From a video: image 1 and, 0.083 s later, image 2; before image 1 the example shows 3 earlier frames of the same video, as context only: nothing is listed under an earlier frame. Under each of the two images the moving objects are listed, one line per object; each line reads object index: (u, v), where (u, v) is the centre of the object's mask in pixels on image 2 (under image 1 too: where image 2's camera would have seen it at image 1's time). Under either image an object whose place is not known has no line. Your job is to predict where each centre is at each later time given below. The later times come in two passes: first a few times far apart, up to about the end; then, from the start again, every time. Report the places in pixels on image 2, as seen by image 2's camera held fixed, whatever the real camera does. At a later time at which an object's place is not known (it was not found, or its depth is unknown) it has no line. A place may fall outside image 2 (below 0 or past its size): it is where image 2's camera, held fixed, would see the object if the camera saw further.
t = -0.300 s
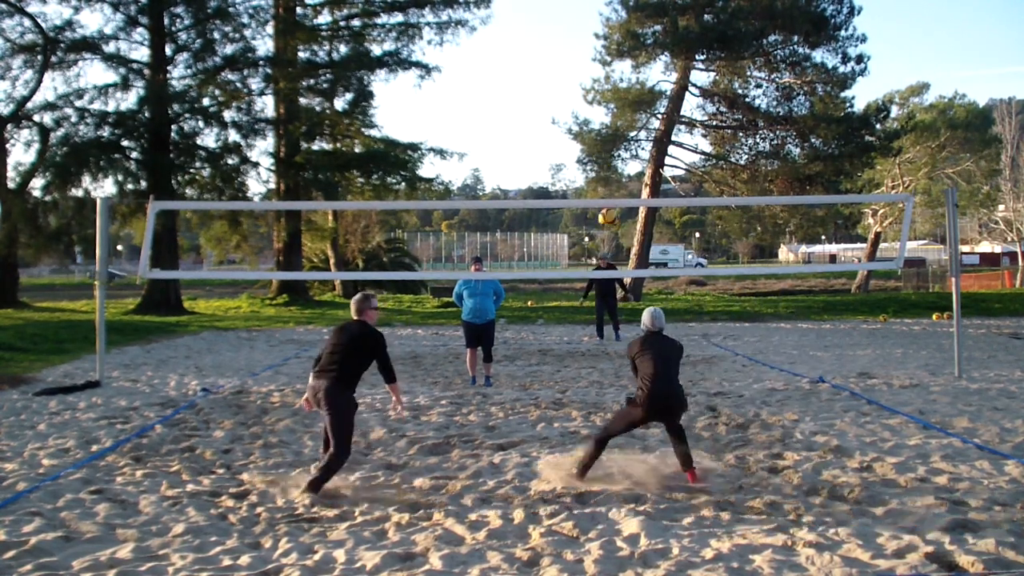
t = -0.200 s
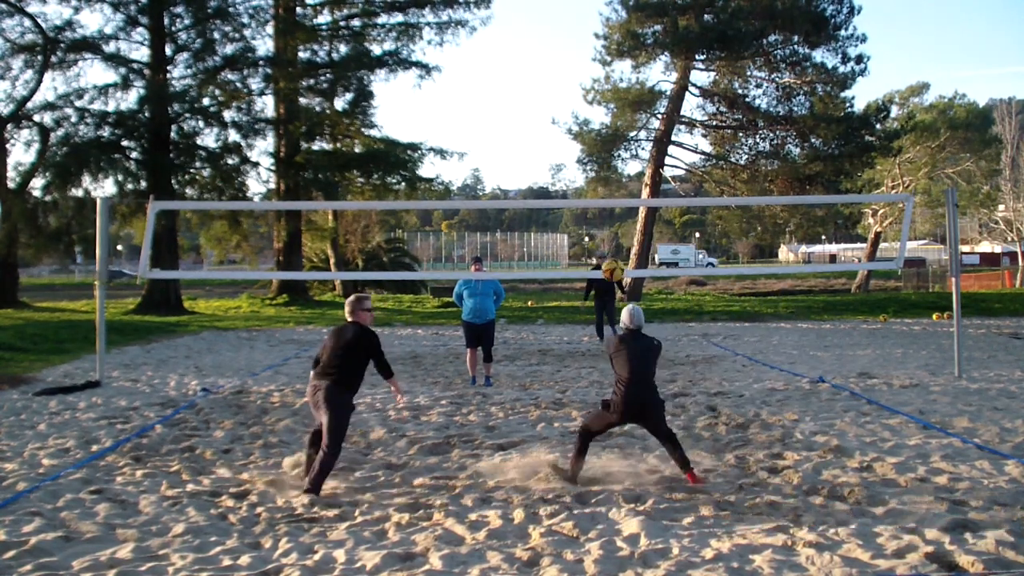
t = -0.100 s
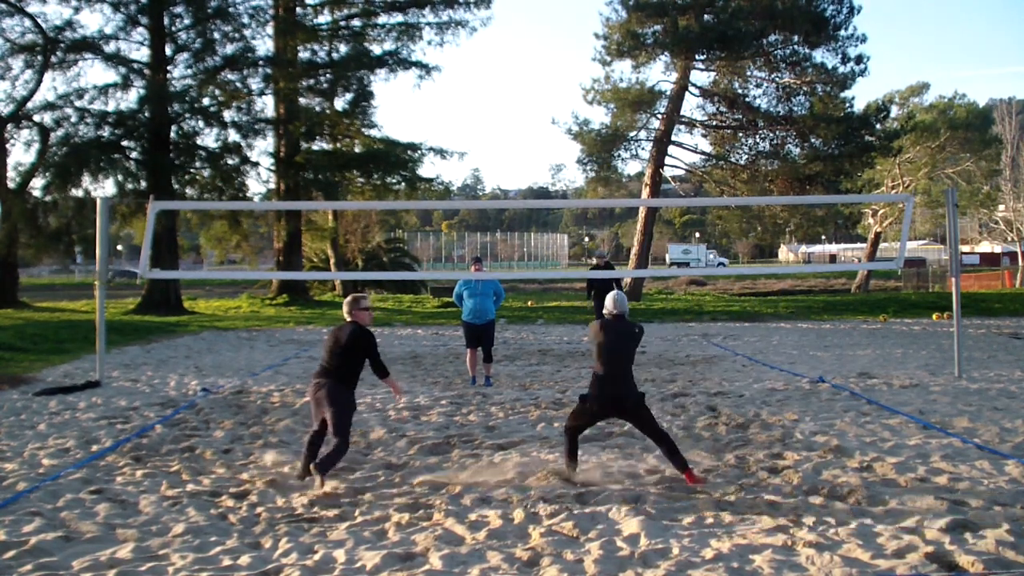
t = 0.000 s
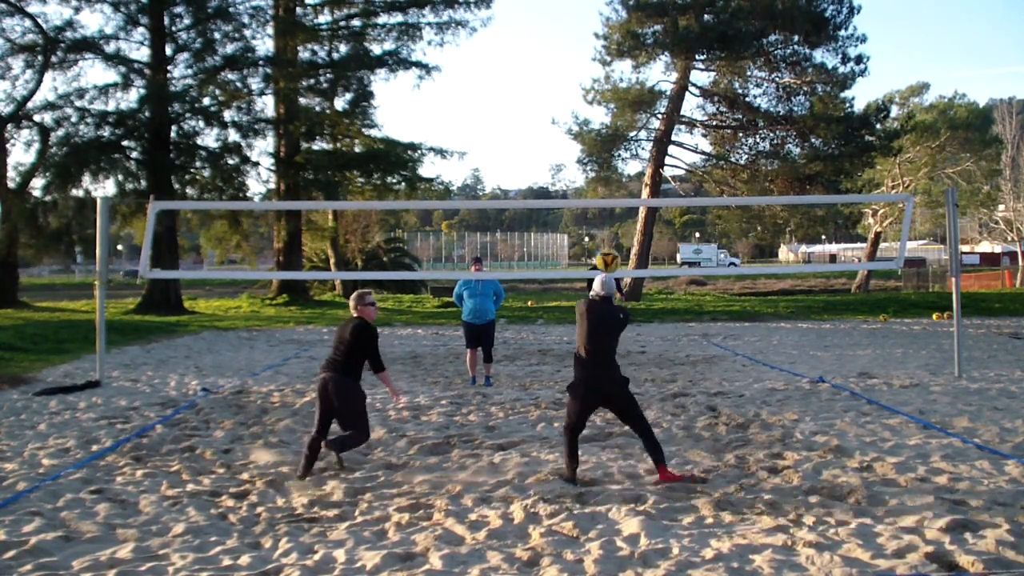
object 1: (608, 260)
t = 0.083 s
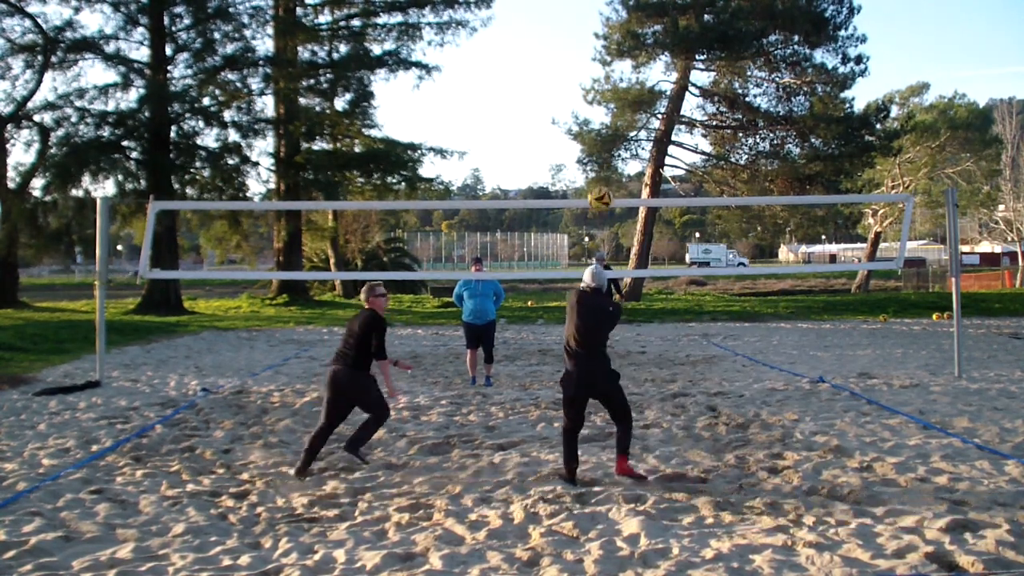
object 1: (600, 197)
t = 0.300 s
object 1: (580, 81)
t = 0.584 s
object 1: (557, 15)
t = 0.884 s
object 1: (535, 37)
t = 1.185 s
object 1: (517, 138)
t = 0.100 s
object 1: (598, 187)
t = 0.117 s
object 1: (597, 176)
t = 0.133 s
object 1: (595, 165)
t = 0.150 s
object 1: (594, 155)
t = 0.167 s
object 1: (591, 144)
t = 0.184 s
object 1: (589, 137)
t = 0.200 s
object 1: (590, 128)
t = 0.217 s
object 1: (587, 119)
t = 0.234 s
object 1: (586, 110)
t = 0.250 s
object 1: (584, 103)
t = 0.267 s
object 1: (583, 95)
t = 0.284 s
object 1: (582, 88)
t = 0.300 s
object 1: (580, 81)
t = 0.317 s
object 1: (578, 75)
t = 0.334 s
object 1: (577, 68)
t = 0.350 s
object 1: (576, 63)
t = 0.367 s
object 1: (574, 57)
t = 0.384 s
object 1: (573, 52)
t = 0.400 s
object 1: (571, 47)
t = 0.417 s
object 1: (570, 43)
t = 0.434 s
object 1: (569, 39)
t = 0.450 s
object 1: (568, 35)
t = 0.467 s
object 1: (566, 31)
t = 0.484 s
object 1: (565, 28)
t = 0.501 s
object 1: (563, 25)
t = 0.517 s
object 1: (562, 23)
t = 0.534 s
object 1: (561, 20)
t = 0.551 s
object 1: (559, 18)
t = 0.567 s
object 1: (558, 17)
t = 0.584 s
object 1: (557, 15)
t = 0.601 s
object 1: (556, 14)
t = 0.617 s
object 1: (555, 13)
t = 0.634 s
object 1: (553, 13)
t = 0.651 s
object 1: (552, 12)
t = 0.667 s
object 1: (551, 13)
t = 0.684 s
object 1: (550, 13)
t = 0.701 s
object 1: (548, 14)
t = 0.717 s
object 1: (547, 14)
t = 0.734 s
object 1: (546, 15)
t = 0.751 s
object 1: (545, 17)
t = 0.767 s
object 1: (544, 18)
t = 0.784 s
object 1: (543, 20)
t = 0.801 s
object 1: (541, 22)
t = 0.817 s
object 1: (540, 25)
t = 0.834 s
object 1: (539, 28)
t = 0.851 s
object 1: (538, 30)
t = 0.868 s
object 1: (537, 34)
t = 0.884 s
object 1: (535, 37)
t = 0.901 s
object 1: (534, 40)
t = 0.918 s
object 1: (533, 44)
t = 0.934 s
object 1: (532, 48)
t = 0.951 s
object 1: (531, 53)
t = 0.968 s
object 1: (530, 57)
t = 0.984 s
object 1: (529, 62)
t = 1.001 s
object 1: (528, 67)
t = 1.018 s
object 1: (527, 73)
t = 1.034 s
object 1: (526, 78)
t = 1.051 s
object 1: (525, 84)
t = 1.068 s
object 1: (524, 90)
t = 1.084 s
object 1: (523, 96)
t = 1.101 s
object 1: (522, 103)
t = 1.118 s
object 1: (520, 110)
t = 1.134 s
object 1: (520, 116)
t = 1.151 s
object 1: (519, 123)
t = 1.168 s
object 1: (517, 131)
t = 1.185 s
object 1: (517, 138)
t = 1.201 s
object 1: (516, 146)
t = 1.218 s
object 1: (514, 154)
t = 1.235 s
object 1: (514, 162)
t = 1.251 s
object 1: (513, 171)
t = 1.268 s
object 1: (511, 180)
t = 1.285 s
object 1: (510, 189)
